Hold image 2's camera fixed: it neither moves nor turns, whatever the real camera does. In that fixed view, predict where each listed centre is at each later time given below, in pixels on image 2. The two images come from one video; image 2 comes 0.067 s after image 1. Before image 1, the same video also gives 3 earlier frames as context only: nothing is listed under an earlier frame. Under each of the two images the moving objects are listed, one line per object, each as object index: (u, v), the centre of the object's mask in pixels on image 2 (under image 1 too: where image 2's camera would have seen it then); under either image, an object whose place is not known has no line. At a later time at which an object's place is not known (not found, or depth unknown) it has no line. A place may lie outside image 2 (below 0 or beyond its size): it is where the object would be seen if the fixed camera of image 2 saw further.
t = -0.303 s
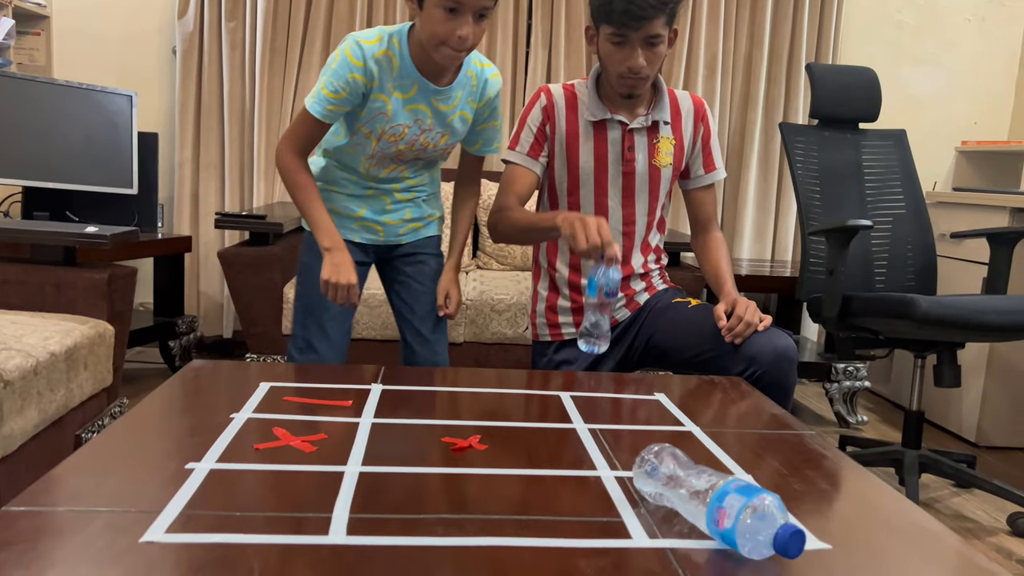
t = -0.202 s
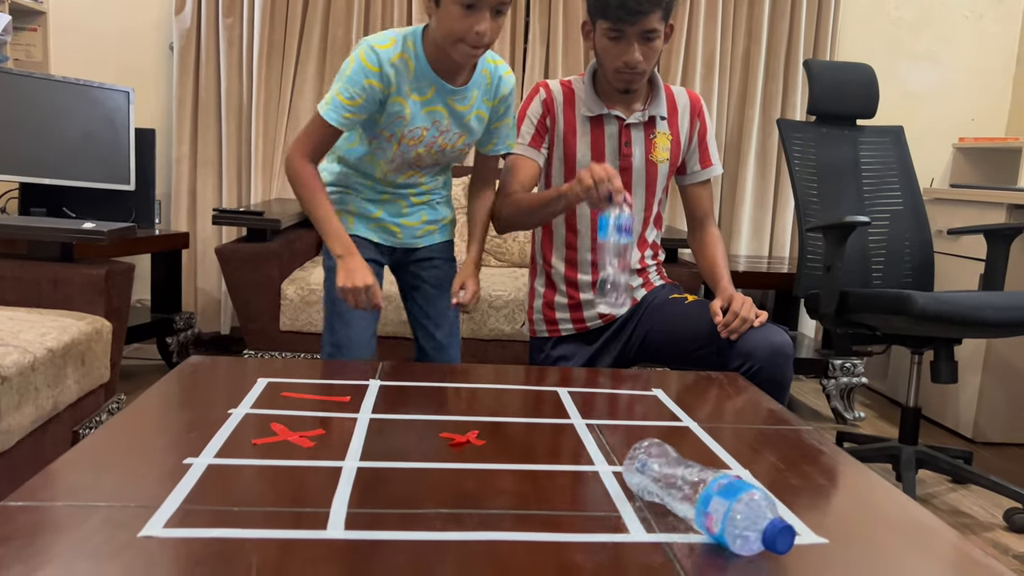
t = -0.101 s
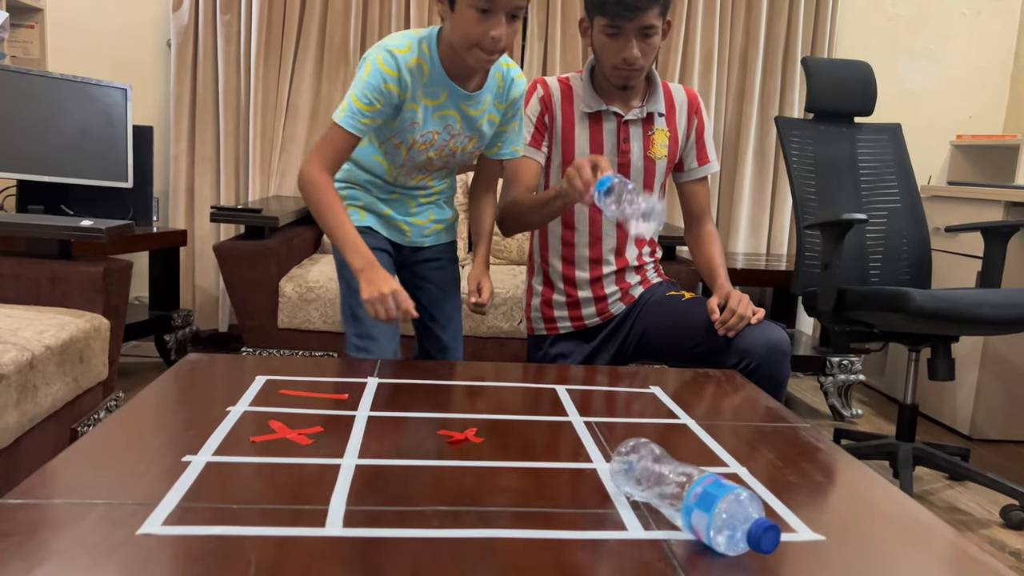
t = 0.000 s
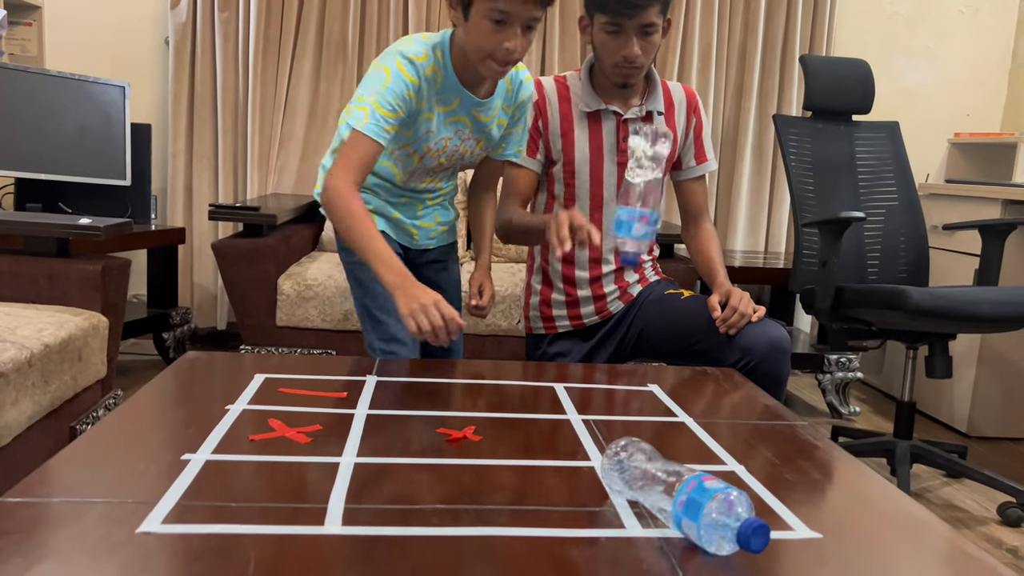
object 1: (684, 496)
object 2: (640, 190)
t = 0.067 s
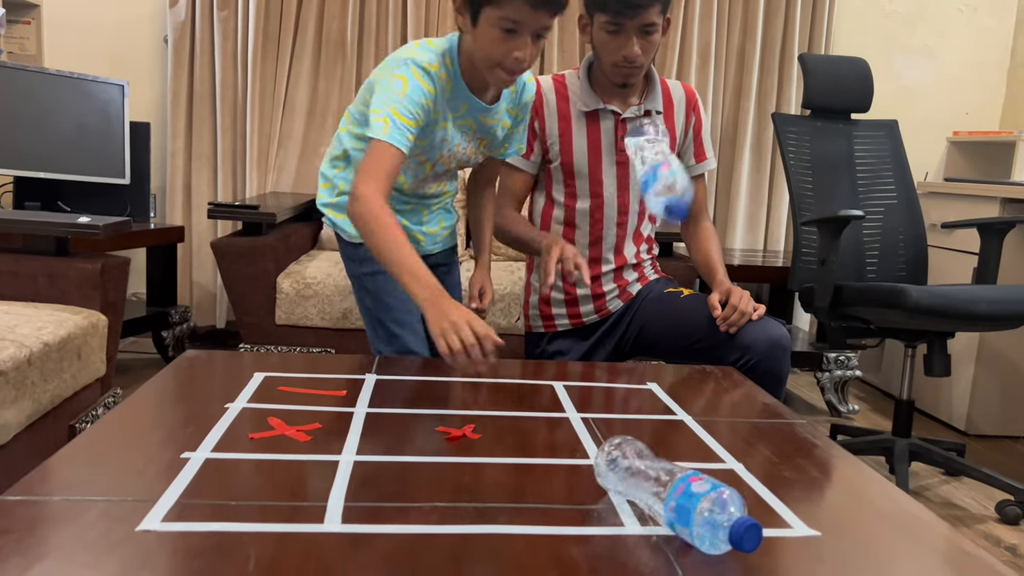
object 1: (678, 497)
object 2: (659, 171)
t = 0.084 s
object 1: (676, 498)
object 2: (662, 168)
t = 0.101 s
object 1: (674, 498)
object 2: (665, 166)
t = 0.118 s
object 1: (673, 498)
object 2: (667, 167)
